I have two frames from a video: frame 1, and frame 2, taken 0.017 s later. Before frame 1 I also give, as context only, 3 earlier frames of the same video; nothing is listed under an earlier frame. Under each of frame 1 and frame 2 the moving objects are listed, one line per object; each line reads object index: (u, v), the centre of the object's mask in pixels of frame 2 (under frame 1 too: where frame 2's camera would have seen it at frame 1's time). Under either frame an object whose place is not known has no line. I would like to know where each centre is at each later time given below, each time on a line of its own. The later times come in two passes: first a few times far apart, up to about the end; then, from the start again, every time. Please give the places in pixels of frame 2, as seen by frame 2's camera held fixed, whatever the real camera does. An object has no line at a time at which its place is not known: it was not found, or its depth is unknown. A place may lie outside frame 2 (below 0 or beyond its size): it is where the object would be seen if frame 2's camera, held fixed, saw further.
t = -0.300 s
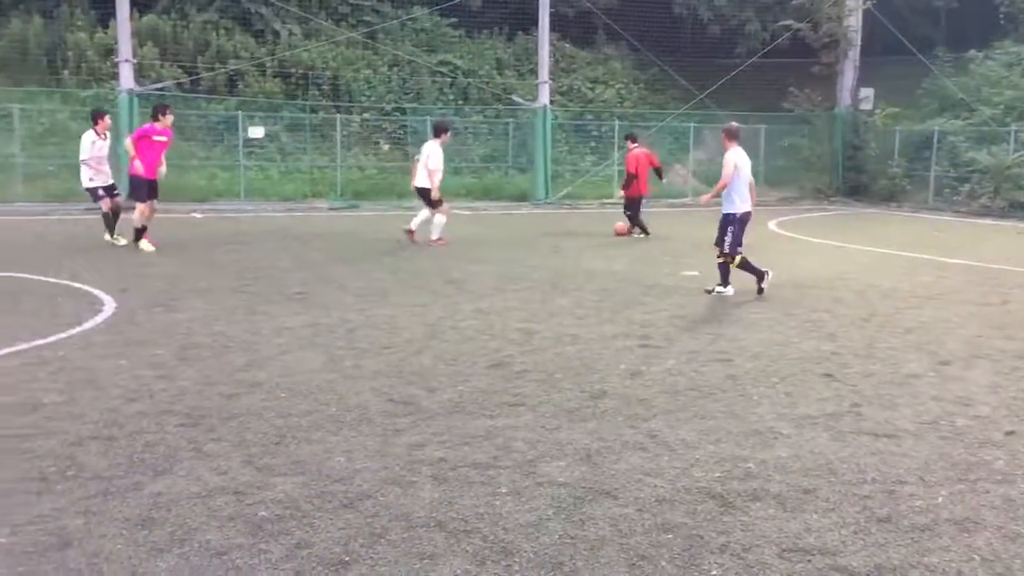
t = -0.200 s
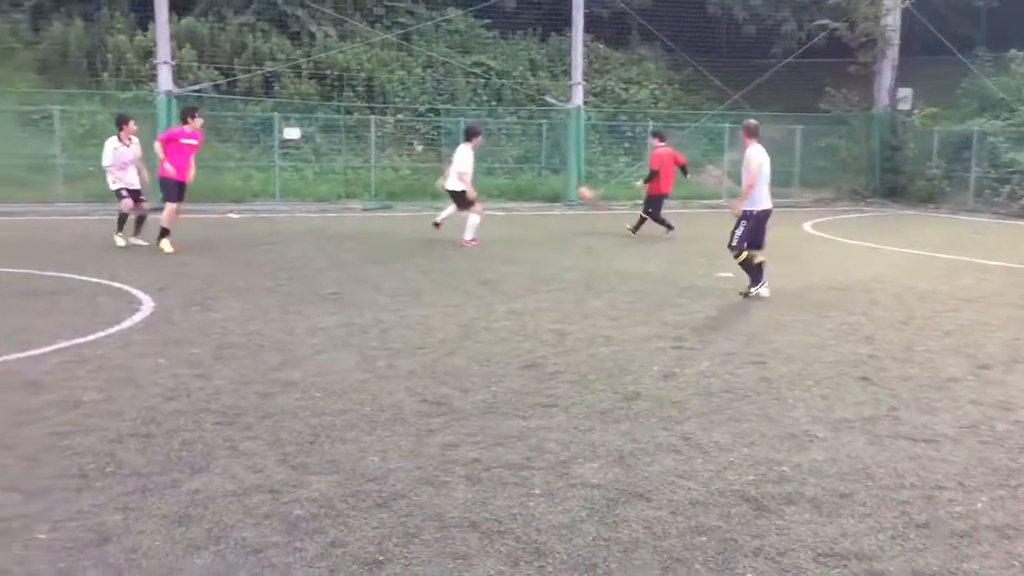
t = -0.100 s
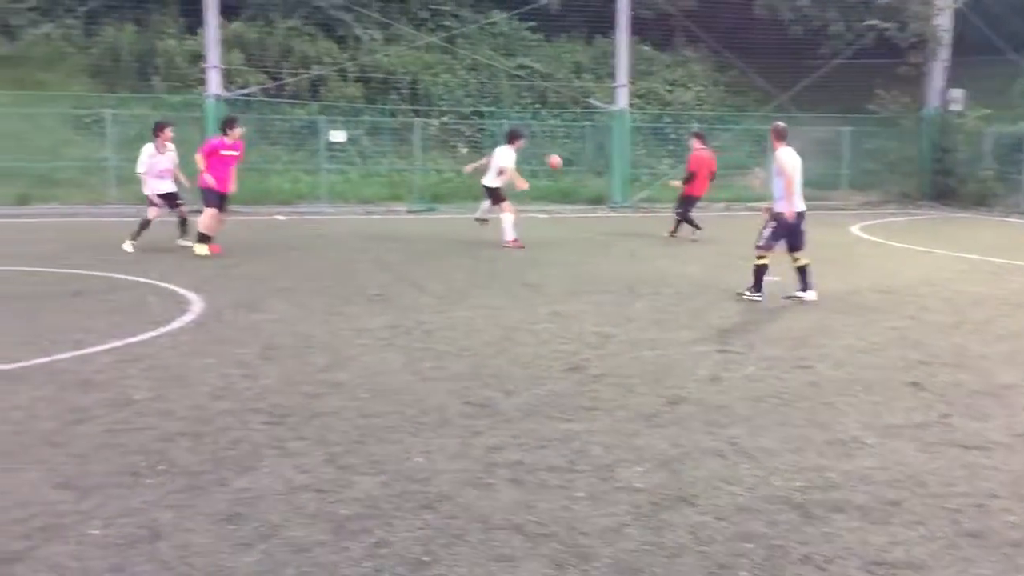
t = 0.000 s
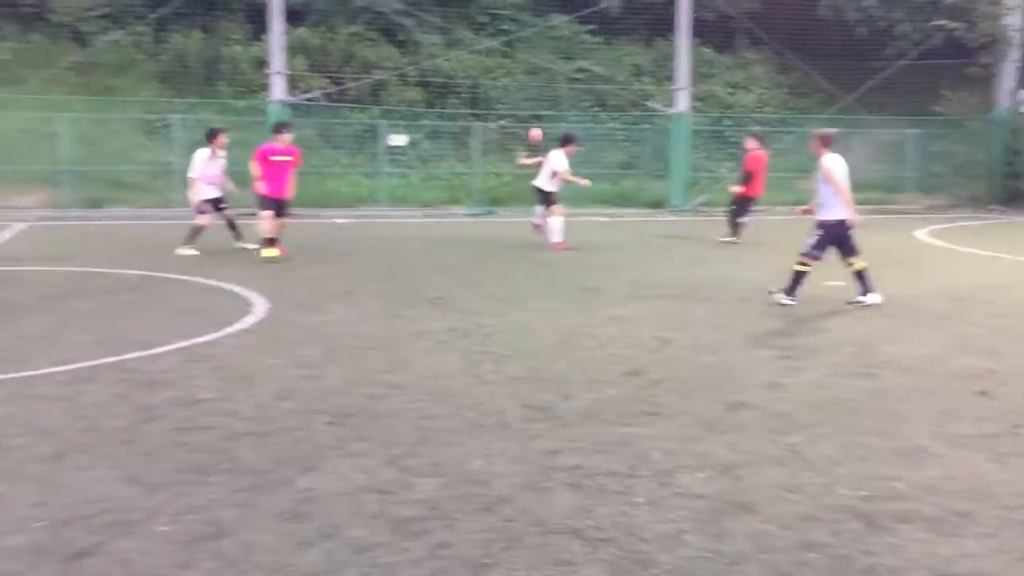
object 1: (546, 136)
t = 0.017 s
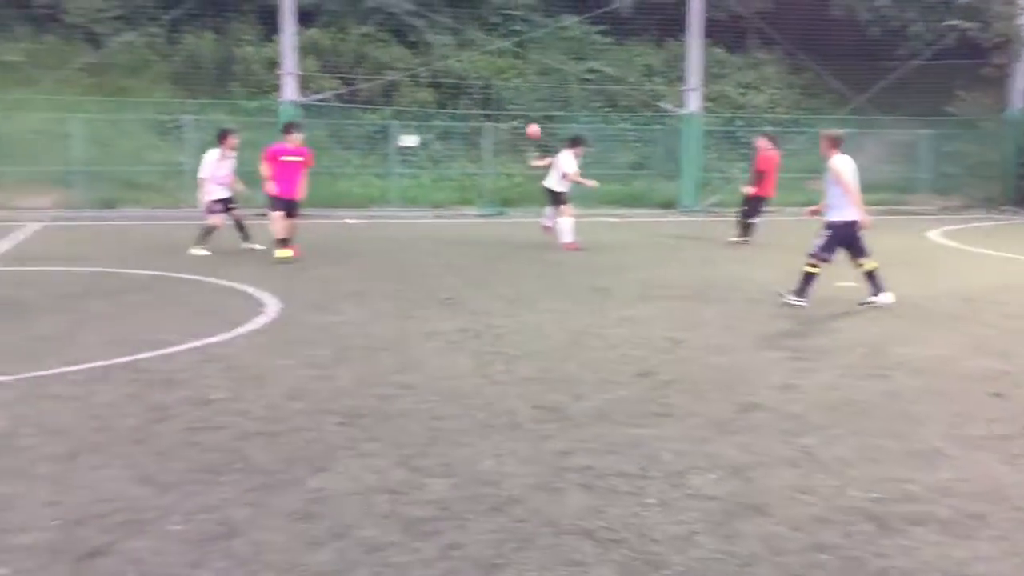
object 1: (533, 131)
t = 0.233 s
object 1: (360, 84)
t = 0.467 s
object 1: (158, 63)
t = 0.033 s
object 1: (520, 126)
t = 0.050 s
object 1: (508, 121)
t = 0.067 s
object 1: (495, 118)
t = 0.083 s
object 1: (482, 114)
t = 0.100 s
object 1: (468, 110)
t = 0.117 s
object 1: (455, 106)
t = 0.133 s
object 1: (441, 103)
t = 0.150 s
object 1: (428, 100)
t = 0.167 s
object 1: (414, 96)
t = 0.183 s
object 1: (400, 92)
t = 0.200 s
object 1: (387, 89)
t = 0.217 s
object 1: (374, 86)
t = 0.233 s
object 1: (360, 84)
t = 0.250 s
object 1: (346, 81)
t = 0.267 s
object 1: (332, 79)
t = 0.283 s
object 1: (318, 76)
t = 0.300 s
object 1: (305, 73)
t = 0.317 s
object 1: (289, 74)
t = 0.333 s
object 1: (274, 71)
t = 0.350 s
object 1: (261, 69)
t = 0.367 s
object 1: (246, 68)
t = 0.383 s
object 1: (232, 67)
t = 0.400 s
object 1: (217, 66)
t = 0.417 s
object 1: (203, 65)
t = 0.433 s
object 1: (188, 65)
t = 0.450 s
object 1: (173, 64)
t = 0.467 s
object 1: (158, 63)
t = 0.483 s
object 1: (142, 63)
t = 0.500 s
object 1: (127, 63)
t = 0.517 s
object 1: (112, 63)
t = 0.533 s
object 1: (97, 64)
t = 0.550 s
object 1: (81, 64)
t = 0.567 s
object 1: (67, 65)
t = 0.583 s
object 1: (51, 66)
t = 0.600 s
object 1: (35, 67)
